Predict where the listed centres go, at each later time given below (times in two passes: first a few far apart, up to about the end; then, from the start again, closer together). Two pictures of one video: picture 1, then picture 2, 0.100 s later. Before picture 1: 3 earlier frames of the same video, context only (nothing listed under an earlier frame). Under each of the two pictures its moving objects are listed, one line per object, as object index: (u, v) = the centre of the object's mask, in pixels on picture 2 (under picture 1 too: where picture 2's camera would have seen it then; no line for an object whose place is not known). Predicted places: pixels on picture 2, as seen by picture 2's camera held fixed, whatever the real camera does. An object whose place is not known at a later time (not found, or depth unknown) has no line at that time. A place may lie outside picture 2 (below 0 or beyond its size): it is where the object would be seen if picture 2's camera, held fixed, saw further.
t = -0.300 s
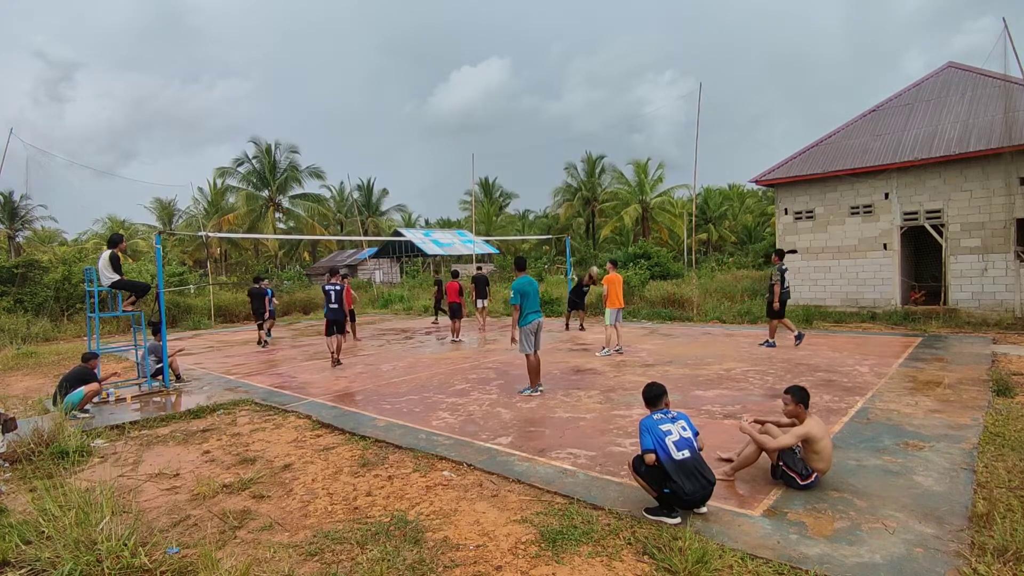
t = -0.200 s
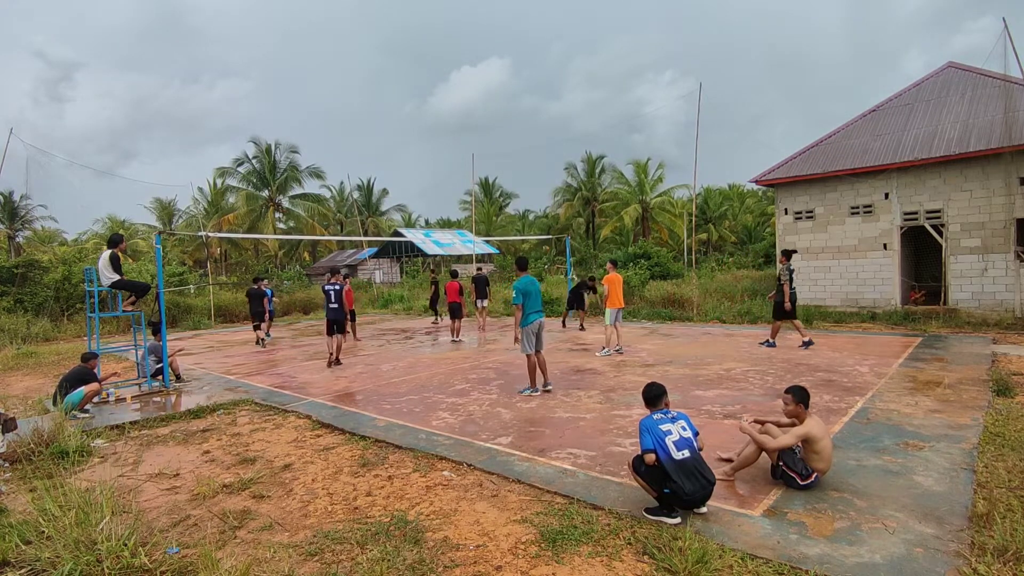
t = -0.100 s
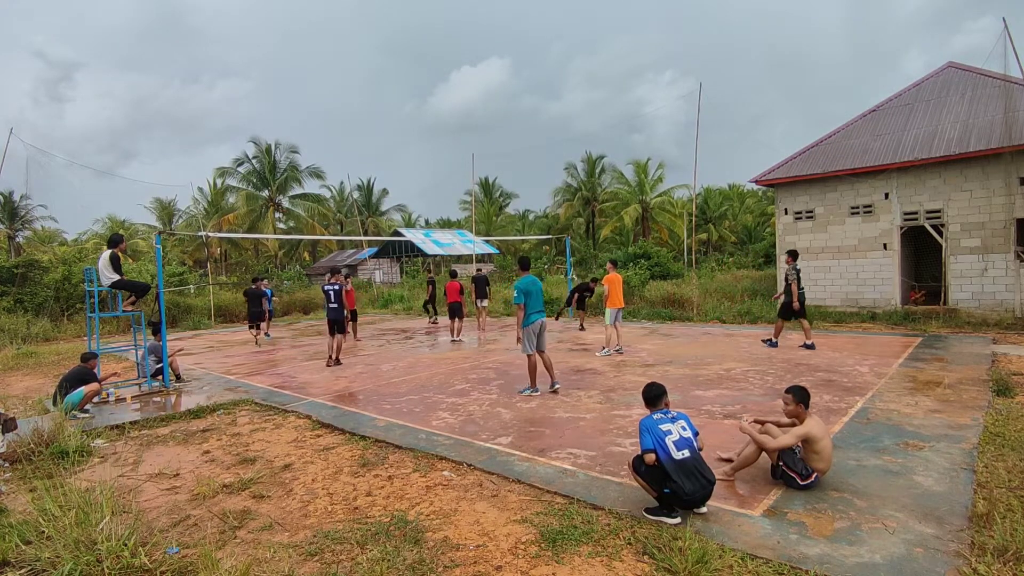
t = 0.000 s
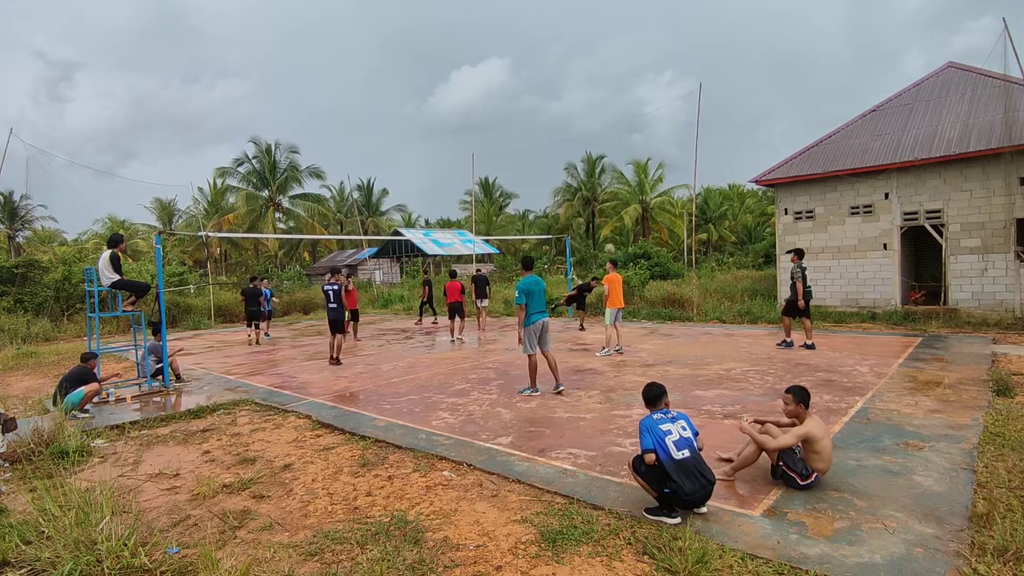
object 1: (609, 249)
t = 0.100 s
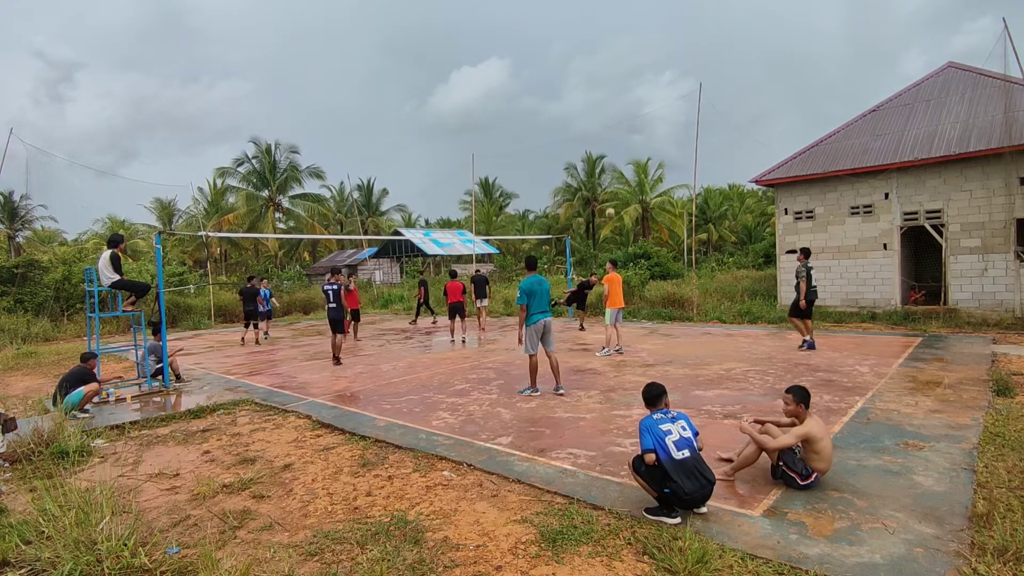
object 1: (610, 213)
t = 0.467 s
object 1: (616, 120)
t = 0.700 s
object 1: (622, 89)
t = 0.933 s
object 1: (630, 84)
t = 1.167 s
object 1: (640, 103)
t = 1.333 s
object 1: (647, 134)
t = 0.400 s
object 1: (614, 133)
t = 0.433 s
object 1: (615, 126)
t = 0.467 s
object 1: (616, 120)
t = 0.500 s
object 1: (617, 114)
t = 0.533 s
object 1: (618, 109)
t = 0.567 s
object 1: (619, 104)
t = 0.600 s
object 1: (619, 100)
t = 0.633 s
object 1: (620, 96)
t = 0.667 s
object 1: (621, 92)
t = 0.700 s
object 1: (622, 89)
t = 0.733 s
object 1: (623, 87)
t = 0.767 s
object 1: (624, 85)
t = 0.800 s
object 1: (626, 84)
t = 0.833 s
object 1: (627, 83)
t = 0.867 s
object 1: (628, 83)
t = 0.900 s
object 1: (629, 83)
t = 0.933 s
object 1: (630, 84)
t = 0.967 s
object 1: (631, 85)
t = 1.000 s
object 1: (633, 86)
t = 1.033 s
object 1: (634, 89)
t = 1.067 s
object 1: (636, 92)
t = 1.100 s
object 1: (637, 95)
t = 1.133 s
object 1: (638, 99)
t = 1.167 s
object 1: (640, 103)
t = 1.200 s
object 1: (641, 108)
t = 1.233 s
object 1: (643, 114)
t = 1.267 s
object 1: (644, 120)
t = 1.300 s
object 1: (646, 127)
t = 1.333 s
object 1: (647, 134)
